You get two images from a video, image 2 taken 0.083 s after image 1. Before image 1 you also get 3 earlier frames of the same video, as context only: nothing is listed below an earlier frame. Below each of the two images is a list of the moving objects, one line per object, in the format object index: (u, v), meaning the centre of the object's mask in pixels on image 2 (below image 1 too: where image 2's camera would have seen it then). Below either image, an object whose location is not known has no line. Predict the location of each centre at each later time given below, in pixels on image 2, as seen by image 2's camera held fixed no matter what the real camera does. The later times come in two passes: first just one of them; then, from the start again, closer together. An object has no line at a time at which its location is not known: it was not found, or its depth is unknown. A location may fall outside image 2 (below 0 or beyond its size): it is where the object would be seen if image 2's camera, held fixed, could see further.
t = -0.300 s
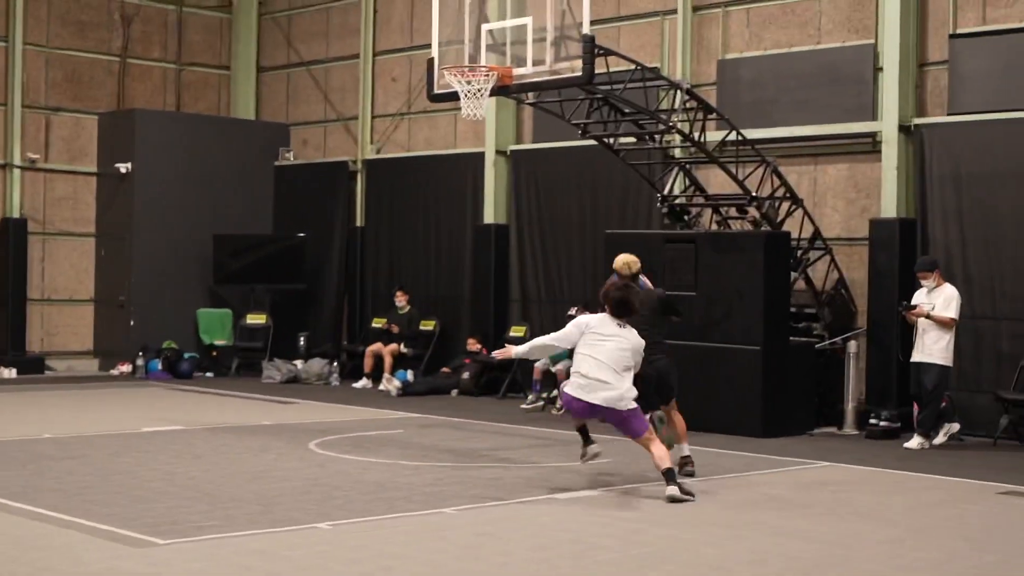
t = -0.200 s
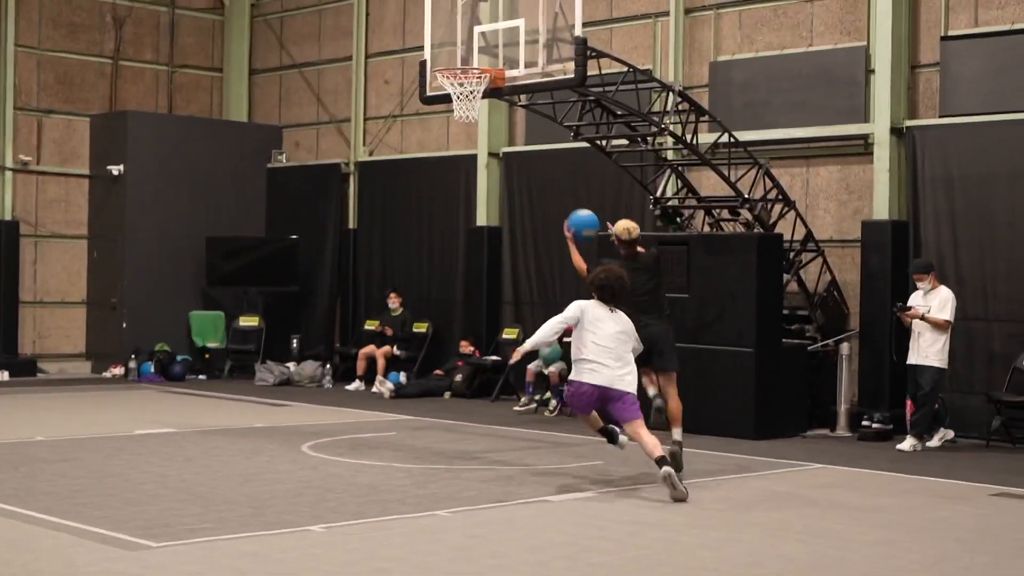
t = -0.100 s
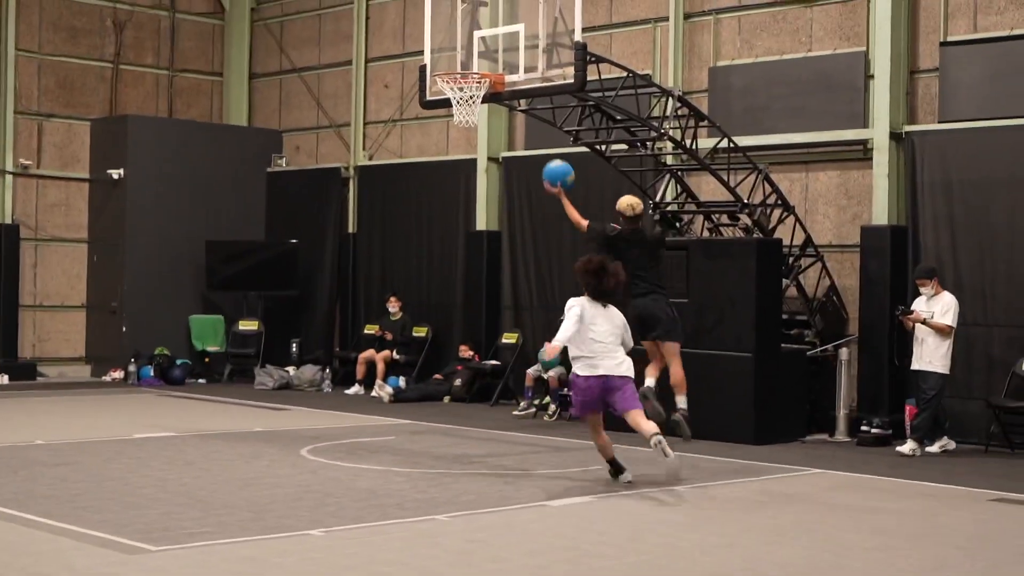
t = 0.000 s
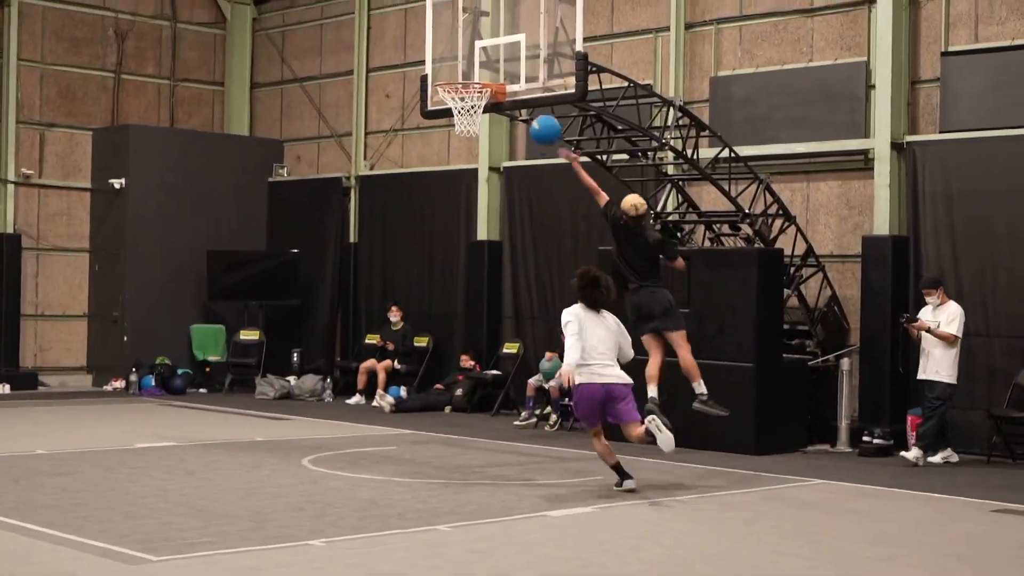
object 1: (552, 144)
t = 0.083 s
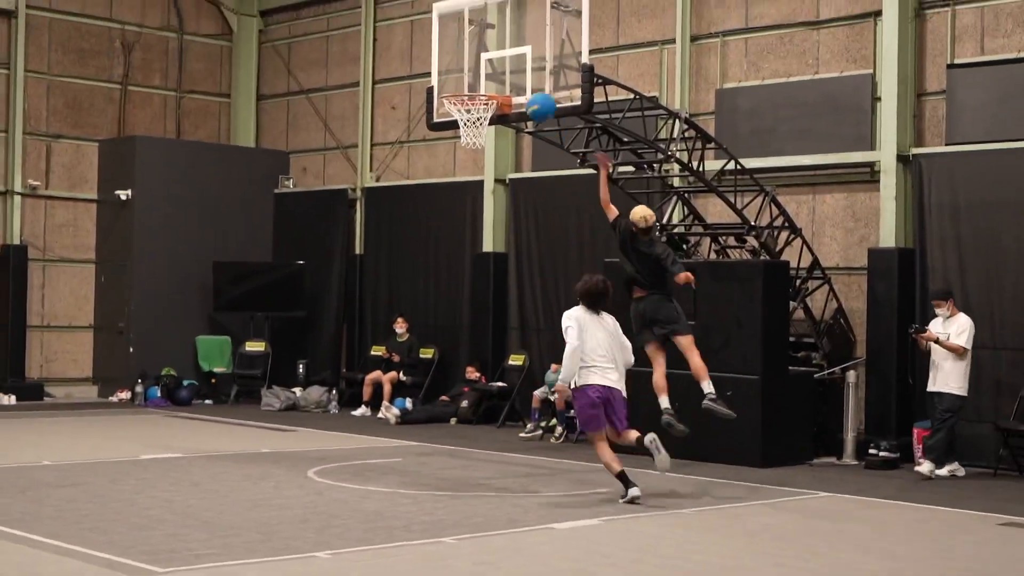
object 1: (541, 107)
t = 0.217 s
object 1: (525, 70)
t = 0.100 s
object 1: (539, 103)
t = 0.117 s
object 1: (537, 96)
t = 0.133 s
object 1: (535, 91)
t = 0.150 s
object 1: (533, 86)
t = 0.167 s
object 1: (531, 81)
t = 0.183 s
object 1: (528, 77)
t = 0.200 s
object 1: (526, 73)
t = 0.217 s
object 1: (525, 70)
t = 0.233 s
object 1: (523, 67)
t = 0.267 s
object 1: (518, 63)
